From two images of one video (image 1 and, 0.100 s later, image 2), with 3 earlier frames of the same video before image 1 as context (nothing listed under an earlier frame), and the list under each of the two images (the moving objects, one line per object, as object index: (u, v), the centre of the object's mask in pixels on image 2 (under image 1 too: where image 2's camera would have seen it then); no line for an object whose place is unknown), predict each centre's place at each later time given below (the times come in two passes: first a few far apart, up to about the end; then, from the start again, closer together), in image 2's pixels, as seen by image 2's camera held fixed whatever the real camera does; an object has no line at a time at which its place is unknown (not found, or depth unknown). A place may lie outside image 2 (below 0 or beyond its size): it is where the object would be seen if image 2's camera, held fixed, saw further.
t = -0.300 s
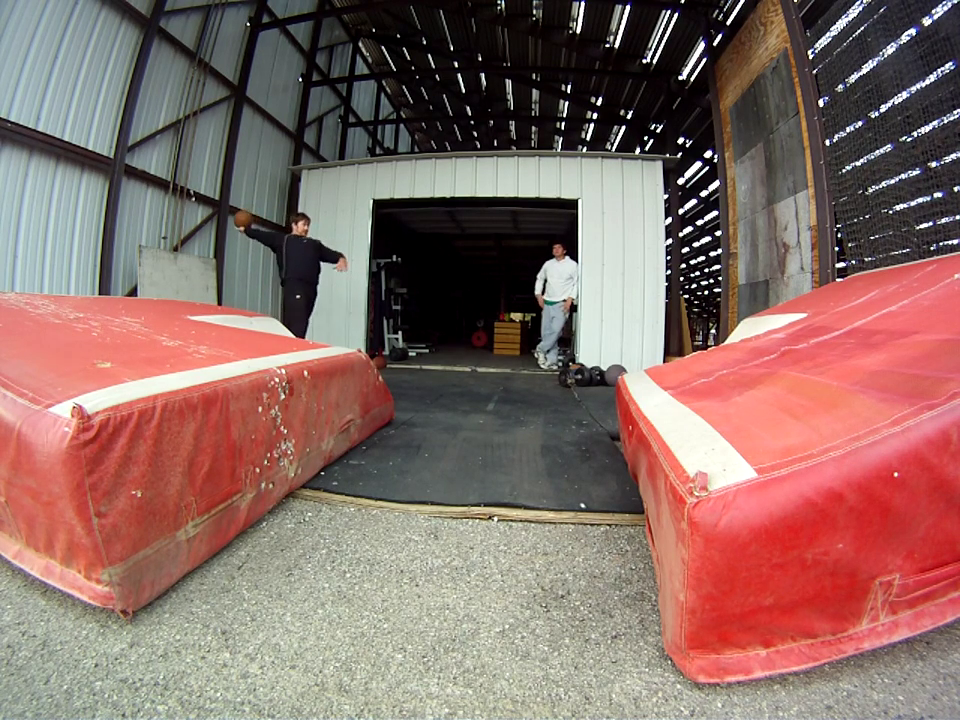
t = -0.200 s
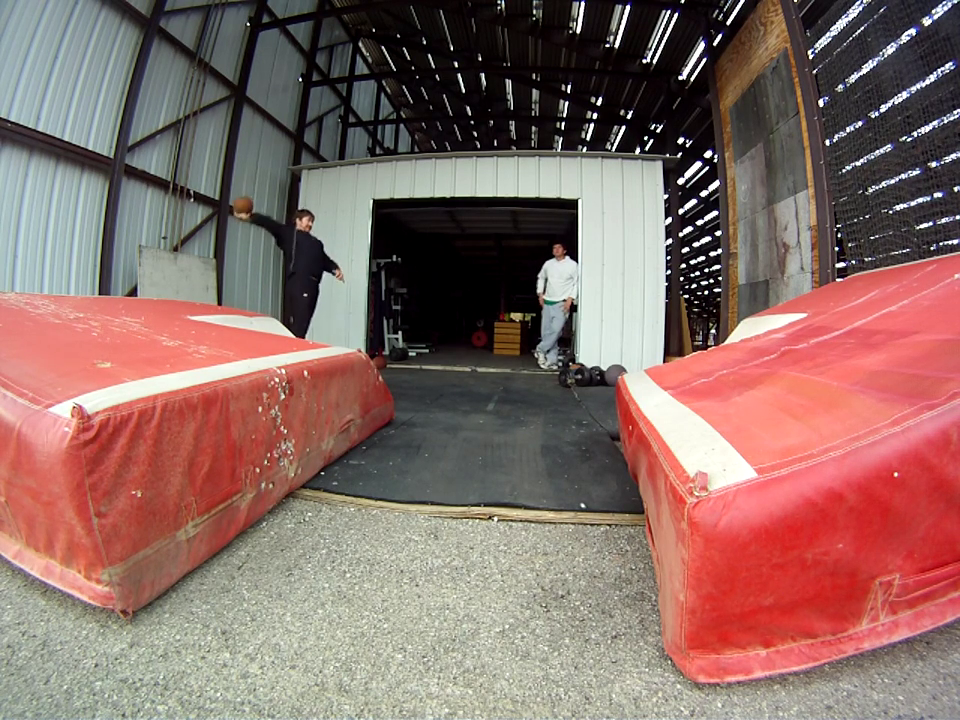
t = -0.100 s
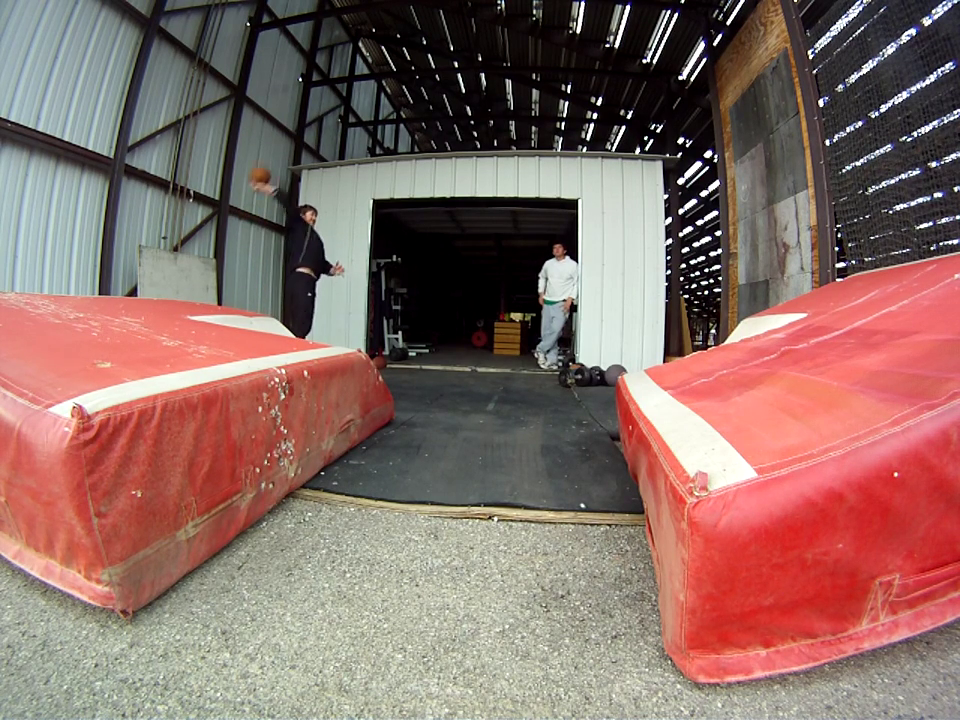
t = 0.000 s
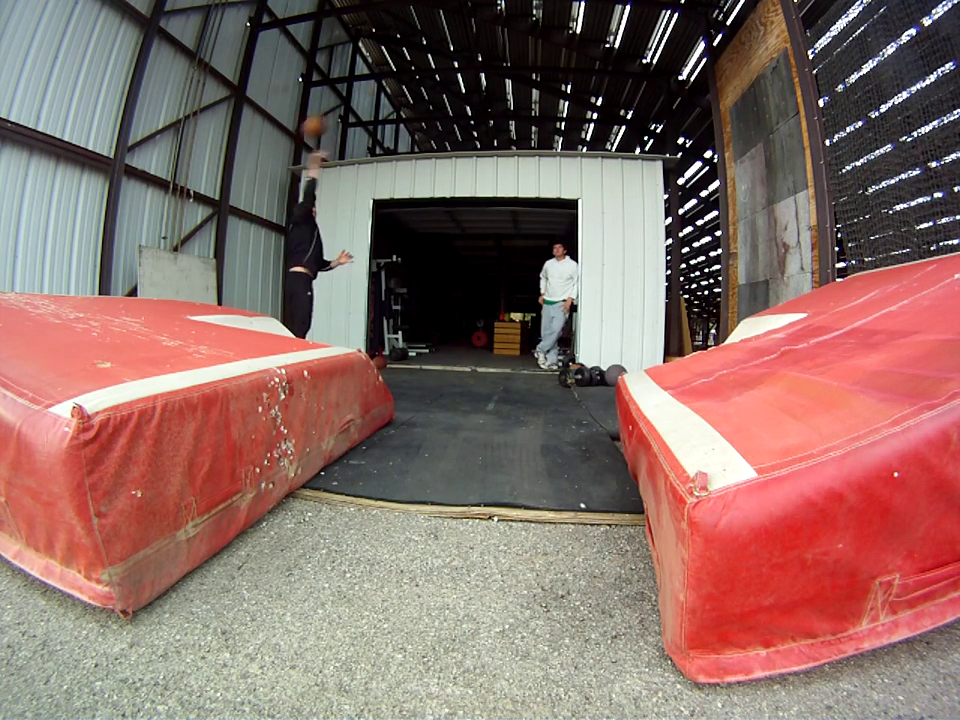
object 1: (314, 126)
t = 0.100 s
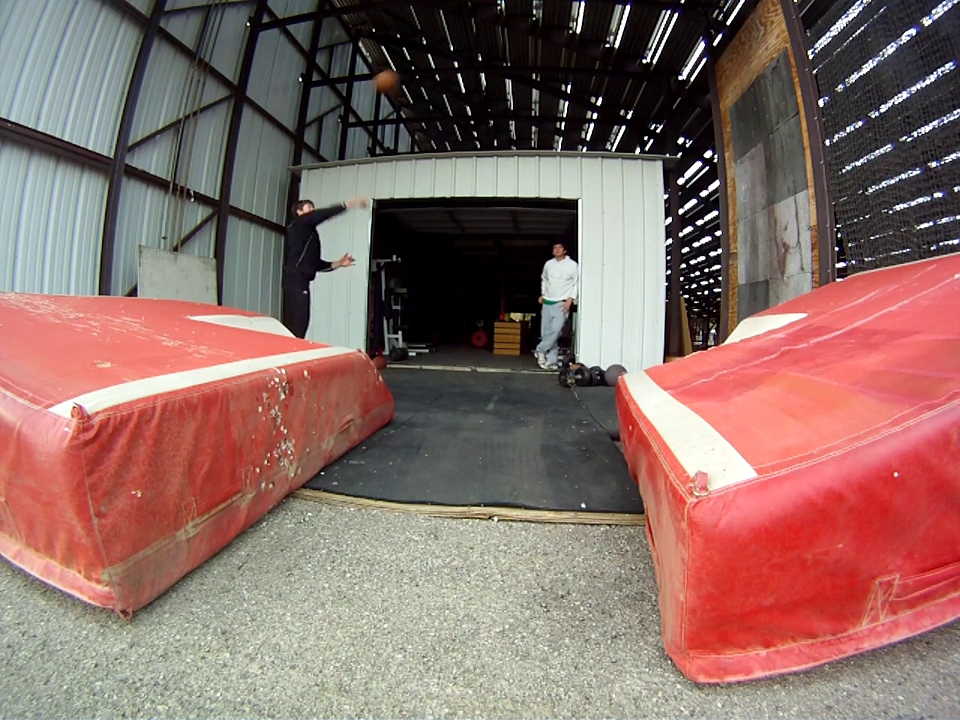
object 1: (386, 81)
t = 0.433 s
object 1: (649, 26)
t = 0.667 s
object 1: (765, 61)
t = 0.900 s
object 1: (679, 103)
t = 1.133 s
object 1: (549, 259)
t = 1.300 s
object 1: (445, 393)
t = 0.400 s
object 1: (628, 24)
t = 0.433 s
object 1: (649, 26)
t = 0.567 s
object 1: (757, 49)
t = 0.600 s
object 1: (783, 60)
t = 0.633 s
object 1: (779, 60)
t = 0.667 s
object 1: (765, 61)
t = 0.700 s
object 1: (754, 62)
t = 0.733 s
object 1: (743, 64)
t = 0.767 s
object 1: (731, 69)
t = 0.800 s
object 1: (718, 75)
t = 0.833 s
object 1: (707, 82)
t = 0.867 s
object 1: (693, 92)
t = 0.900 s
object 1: (679, 103)
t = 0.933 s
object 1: (664, 116)
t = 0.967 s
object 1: (648, 131)
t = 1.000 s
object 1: (631, 149)
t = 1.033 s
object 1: (613, 173)
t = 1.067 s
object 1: (593, 199)
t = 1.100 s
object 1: (570, 229)
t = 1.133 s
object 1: (549, 259)
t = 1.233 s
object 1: (479, 377)
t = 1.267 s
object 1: (457, 413)
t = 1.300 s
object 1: (445, 393)
